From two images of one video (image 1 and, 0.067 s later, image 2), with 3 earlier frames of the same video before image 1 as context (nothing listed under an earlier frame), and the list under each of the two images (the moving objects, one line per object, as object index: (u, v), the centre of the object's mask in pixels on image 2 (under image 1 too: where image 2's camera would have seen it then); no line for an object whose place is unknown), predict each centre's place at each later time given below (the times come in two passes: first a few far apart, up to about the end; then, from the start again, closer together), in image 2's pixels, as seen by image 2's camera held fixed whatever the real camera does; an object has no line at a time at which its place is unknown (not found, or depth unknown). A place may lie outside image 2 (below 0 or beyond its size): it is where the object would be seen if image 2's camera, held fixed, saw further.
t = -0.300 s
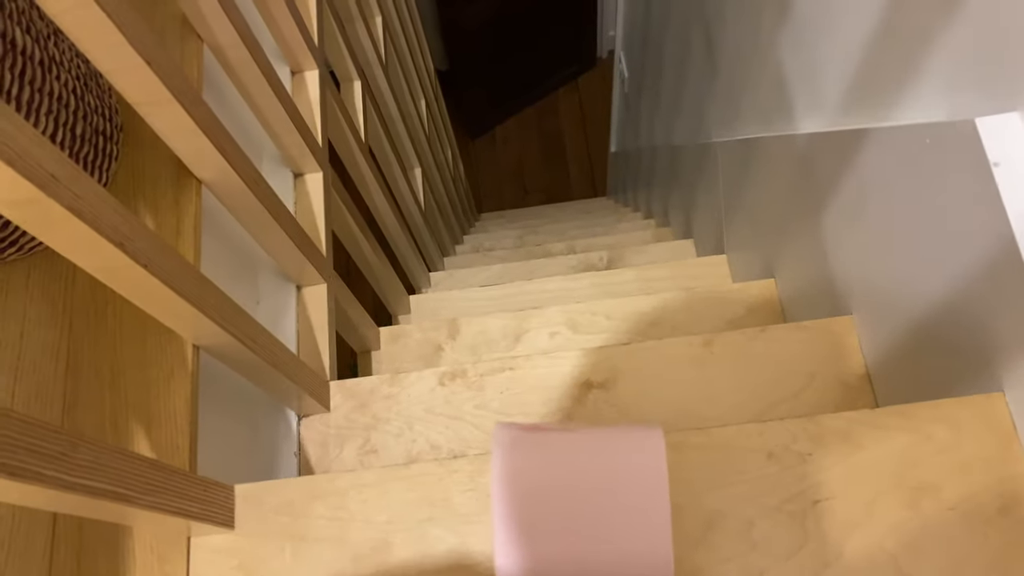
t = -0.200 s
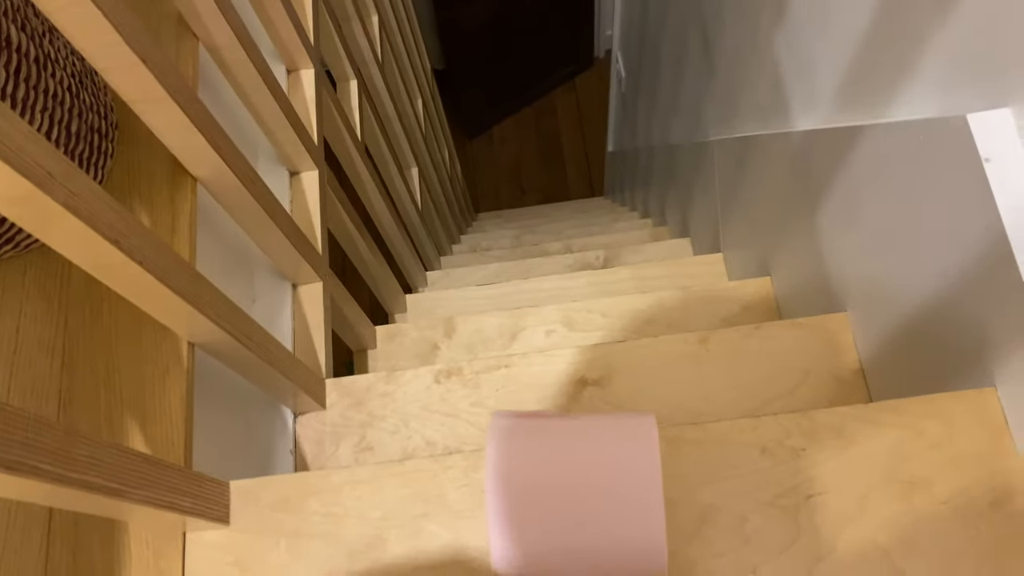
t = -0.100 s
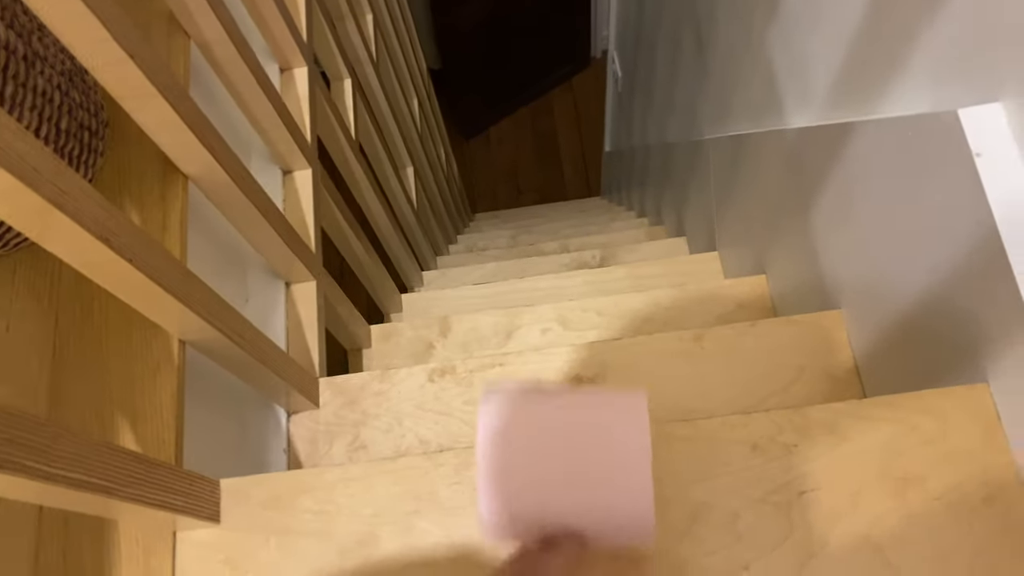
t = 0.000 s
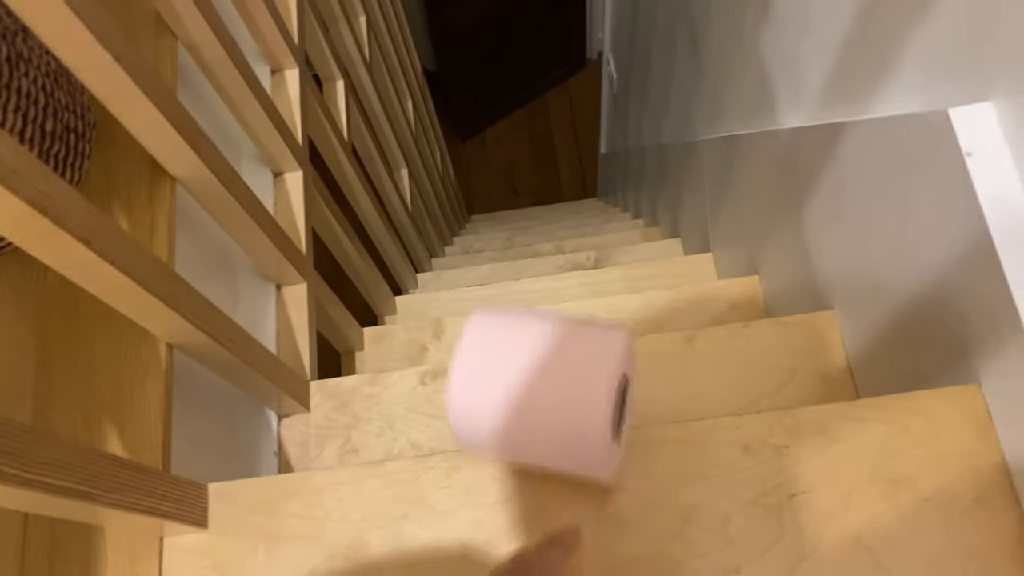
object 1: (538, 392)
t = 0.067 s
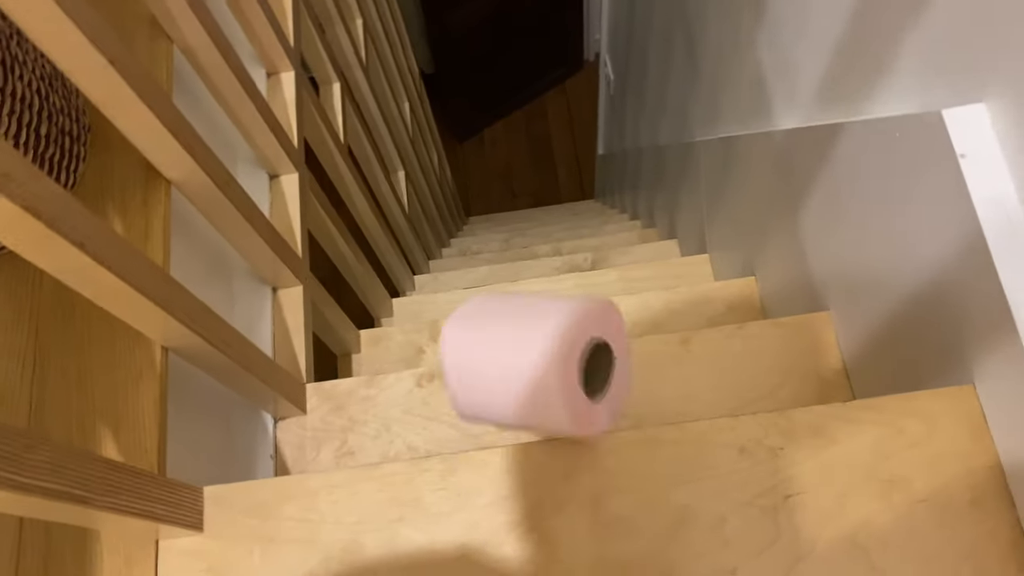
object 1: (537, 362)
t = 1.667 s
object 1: (560, 126)
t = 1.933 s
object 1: (523, 139)
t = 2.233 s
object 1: (483, 142)
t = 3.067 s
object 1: (489, 187)
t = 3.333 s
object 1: (488, 187)
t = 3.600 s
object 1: (489, 187)
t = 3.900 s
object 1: (489, 187)
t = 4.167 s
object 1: (489, 188)
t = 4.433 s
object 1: (489, 188)
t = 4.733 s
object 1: (489, 189)
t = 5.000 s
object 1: (489, 189)
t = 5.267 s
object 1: (488, 188)
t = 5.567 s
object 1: (488, 188)
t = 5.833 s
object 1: (488, 187)
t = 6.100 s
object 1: (488, 188)
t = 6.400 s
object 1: (488, 188)
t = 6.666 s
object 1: (487, 188)
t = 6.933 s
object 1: (486, 188)
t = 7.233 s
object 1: (487, 188)
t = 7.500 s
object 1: (487, 188)
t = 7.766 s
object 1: (487, 188)
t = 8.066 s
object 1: (487, 188)
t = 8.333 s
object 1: (488, 189)
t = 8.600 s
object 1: (488, 189)
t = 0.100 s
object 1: (538, 355)
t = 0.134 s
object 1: (539, 351)
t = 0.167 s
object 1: (539, 353)
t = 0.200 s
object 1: (542, 354)
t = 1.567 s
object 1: (569, 89)
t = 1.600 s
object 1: (566, 101)
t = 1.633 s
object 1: (563, 112)
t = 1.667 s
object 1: (560, 126)
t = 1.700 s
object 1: (558, 138)
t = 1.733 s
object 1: (556, 152)
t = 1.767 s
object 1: (554, 165)
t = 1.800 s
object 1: (552, 177)
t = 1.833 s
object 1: (546, 168)
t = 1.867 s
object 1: (538, 155)
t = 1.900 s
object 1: (530, 146)
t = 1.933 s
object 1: (523, 139)
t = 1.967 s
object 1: (515, 130)
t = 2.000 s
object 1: (508, 125)
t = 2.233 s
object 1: (483, 142)
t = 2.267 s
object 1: (485, 149)
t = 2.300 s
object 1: (485, 151)
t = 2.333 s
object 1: (485, 155)
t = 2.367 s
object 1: (485, 162)
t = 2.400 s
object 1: (485, 167)
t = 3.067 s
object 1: (489, 187)
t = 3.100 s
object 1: (489, 187)
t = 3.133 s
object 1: (489, 187)
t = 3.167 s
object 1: (489, 187)
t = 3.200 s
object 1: (489, 187)
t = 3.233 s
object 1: (489, 187)
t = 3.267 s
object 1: (489, 187)
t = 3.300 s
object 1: (488, 187)
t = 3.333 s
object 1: (488, 187)
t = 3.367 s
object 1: (488, 187)
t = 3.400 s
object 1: (488, 187)
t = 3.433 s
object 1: (488, 187)
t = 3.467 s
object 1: (488, 187)
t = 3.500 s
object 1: (488, 187)
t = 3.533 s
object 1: (488, 187)
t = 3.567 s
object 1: (489, 187)
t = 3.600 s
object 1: (489, 187)
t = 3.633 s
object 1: (489, 187)
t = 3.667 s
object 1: (489, 187)
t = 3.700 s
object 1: (489, 187)
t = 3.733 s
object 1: (489, 187)
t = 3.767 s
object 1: (489, 187)
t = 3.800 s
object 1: (489, 187)
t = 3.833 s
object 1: (489, 187)
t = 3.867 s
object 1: (489, 187)
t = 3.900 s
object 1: (489, 187)
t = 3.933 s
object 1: (489, 187)
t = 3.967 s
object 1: (489, 187)
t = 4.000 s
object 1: (489, 187)
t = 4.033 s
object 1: (489, 187)
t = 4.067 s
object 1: (489, 188)
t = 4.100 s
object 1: (489, 188)
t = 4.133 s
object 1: (489, 188)
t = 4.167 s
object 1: (489, 188)
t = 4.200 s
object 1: (489, 188)
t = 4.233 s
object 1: (489, 188)
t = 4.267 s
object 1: (489, 188)
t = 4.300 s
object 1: (489, 188)
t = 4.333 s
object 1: (489, 188)
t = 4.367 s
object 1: (489, 188)
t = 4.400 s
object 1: (489, 188)
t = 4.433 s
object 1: (489, 188)
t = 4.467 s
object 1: (489, 188)
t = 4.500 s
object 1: (489, 189)
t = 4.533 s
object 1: (489, 189)
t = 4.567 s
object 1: (489, 188)
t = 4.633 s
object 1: (489, 189)
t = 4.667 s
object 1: (489, 189)
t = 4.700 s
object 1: (489, 189)
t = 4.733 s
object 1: (489, 189)
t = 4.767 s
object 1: (489, 189)
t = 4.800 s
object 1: (489, 189)
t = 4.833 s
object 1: (489, 189)
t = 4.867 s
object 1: (489, 189)
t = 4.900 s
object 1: (488, 189)
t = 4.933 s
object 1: (488, 189)
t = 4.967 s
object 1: (489, 189)
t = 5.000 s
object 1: (489, 189)
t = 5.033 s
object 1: (489, 189)
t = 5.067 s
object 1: (489, 189)
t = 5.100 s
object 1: (488, 189)
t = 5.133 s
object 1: (489, 189)
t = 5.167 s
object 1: (488, 189)
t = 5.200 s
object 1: (488, 189)
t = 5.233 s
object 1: (488, 188)
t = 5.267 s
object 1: (488, 188)
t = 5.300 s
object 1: (488, 188)
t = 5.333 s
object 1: (488, 188)
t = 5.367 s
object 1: (488, 188)
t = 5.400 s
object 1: (488, 188)
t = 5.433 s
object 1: (488, 188)
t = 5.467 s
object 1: (488, 188)
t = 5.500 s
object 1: (488, 188)
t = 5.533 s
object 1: (488, 188)
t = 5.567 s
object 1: (488, 188)
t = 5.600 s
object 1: (488, 188)
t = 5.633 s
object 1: (488, 188)
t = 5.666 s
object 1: (488, 188)
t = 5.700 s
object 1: (488, 188)
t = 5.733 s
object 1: (488, 188)
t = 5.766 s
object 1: (488, 188)
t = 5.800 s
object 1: (488, 187)
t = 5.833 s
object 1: (488, 187)
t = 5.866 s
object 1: (488, 187)
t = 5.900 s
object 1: (488, 187)
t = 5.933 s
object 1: (488, 187)
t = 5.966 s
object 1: (488, 187)
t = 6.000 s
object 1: (488, 187)
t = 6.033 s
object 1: (488, 187)
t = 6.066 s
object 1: (488, 188)
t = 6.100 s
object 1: (488, 188)
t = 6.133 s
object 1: (488, 188)
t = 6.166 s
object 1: (488, 188)
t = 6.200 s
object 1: (488, 188)
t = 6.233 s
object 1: (488, 188)
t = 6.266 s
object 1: (488, 188)
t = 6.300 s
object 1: (488, 188)
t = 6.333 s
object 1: (488, 188)
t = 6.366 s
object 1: (488, 188)
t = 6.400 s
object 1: (488, 188)
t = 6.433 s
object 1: (488, 188)
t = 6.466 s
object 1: (488, 188)
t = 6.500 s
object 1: (488, 188)
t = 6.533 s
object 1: (487, 188)
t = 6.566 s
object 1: (487, 188)
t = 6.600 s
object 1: (487, 188)
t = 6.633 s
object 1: (487, 188)
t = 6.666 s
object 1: (487, 188)
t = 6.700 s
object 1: (487, 188)
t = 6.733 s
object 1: (487, 188)
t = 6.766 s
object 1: (487, 188)
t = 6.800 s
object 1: (487, 188)
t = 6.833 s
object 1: (487, 188)
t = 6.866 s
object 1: (487, 188)
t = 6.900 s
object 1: (487, 188)
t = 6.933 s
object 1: (486, 188)
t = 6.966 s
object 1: (486, 188)
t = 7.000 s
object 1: (486, 188)
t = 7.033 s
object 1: (487, 188)
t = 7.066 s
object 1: (486, 188)
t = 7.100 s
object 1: (486, 188)
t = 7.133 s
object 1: (487, 188)
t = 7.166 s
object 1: (487, 188)
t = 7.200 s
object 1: (487, 188)
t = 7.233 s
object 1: (487, 188)
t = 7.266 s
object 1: (486, 188)
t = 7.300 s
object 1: (487, 188)
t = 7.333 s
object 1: (487, 188)
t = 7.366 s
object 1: (487, 188)
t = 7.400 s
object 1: (486, 188)
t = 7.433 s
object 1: (486, 188)
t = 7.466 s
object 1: (486, 188)
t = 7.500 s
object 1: (487, 188)
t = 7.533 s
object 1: (487, 188)
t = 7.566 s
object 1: (487, 188)
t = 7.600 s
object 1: (487, 188)
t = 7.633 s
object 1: (487, 188)
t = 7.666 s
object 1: (487, 188)
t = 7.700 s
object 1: (487, 188)
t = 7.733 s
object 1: (487, 188)
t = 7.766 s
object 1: (487, 188)
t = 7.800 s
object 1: (487, 188)
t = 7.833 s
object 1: (487, 188)
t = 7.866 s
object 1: (487, 188)
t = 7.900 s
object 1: (487, 188)
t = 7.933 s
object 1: (487, 188)
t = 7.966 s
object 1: (487, 188)
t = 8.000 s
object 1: (487, 188)
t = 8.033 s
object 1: (487, 188)
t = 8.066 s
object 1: (487, 188)
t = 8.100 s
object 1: (487, 188)
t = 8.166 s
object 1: (487, 188)
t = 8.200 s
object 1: (487, 188)
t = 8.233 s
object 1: (488, 188)
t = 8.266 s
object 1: (488, 189)
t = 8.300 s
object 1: (488, 188)
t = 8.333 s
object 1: (488, 189)
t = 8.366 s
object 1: (488, 188)
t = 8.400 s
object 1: (488, 189)
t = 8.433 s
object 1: (488, 189)
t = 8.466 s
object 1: (488, 189)
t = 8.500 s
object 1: (488, 189)
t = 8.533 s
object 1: (488, 189)
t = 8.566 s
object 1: (488, 189)
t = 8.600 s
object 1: (488, 189)
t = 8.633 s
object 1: (488, 189)
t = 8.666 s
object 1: (488, 189)
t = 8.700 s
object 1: (488, 189)
